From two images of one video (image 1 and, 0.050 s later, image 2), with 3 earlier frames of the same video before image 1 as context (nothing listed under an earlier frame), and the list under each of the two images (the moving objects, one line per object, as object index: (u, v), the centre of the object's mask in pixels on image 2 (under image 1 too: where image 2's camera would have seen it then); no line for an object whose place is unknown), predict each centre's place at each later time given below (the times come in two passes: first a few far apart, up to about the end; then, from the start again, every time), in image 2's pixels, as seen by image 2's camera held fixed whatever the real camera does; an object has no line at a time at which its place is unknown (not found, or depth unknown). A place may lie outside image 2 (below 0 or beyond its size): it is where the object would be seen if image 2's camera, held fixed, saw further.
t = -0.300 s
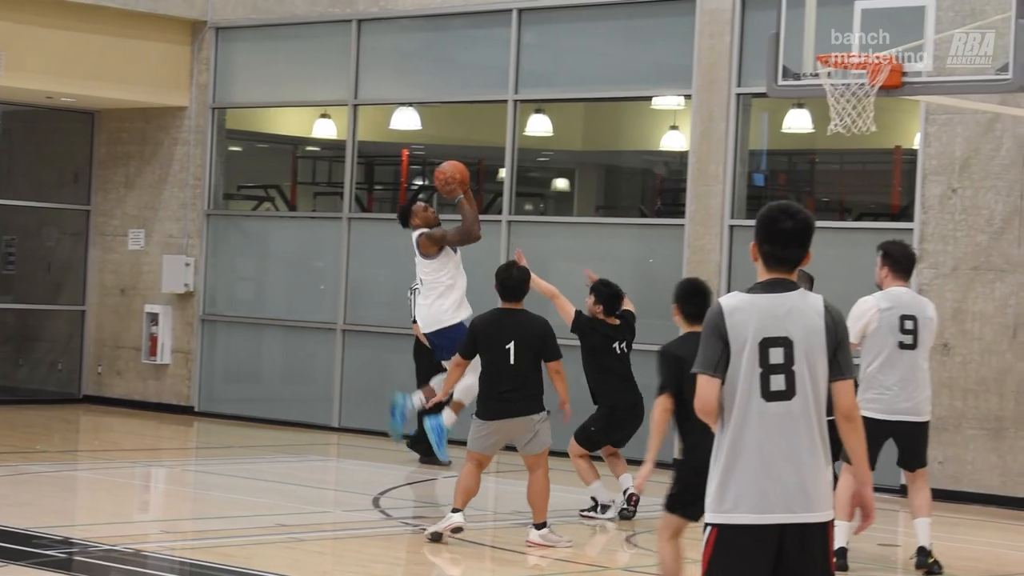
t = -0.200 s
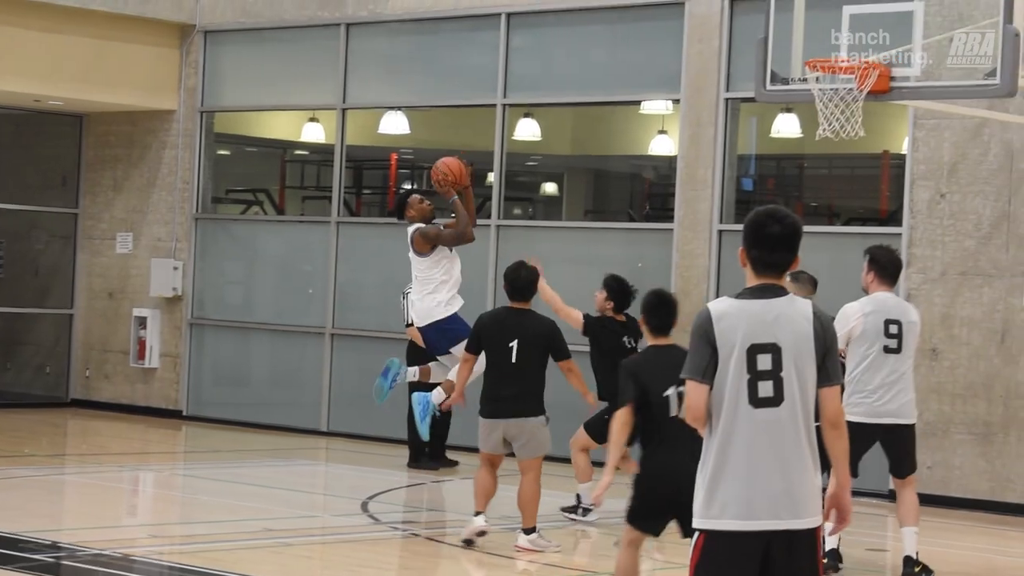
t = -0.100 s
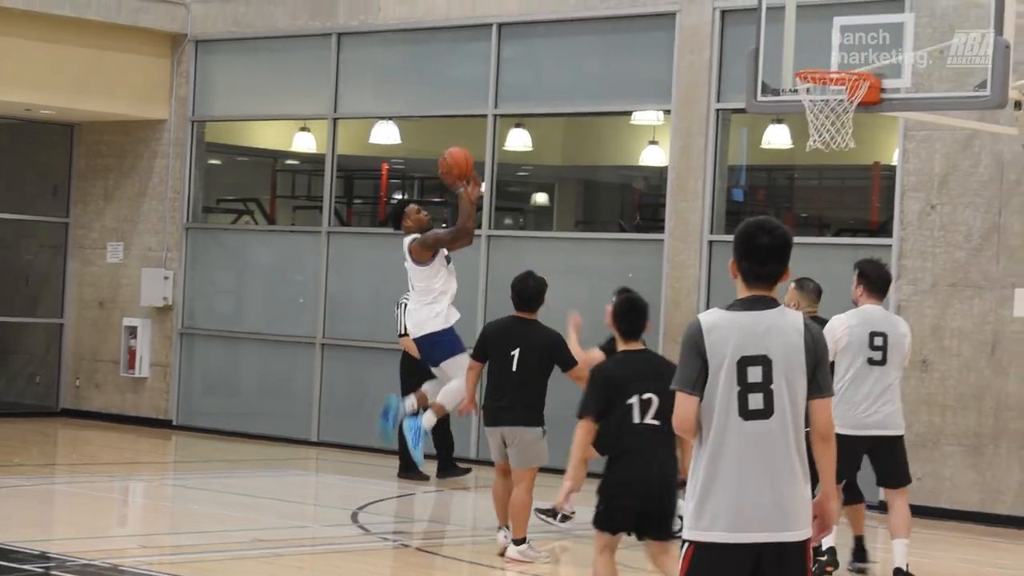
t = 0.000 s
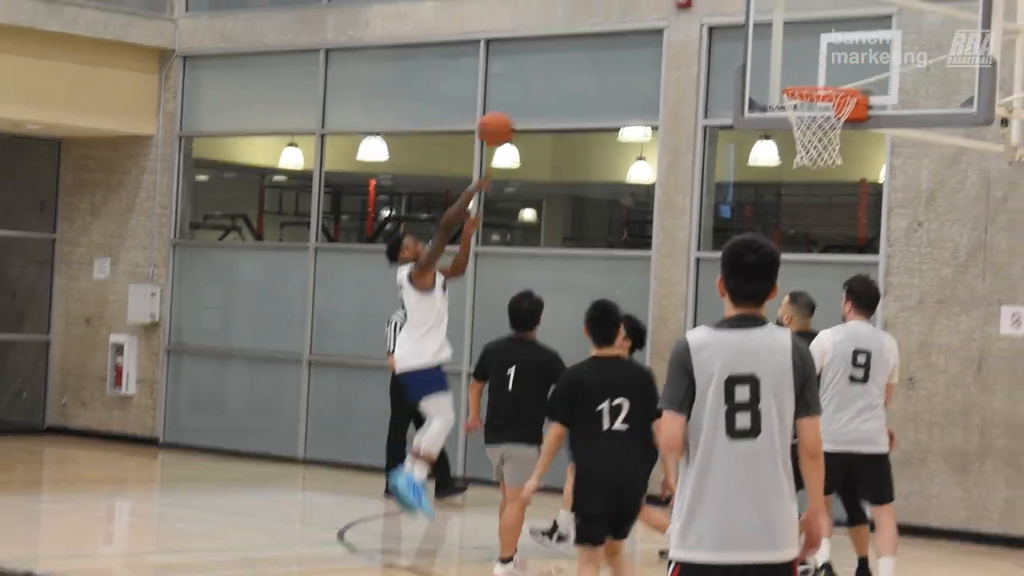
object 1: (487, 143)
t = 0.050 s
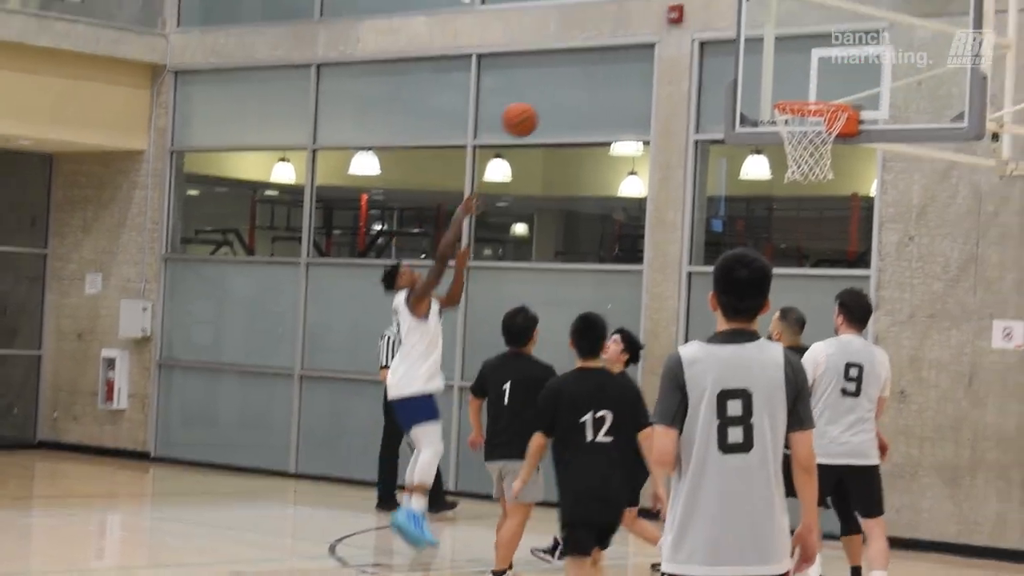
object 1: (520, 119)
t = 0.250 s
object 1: (650, 59)
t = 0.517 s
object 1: (782, 63)
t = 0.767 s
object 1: (805, 149)
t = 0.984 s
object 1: (803, 263)
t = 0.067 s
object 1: (530, 112)
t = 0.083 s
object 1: (542, 105)
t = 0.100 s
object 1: (552, 98)
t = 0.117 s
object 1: (563, 93)
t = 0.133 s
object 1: (574, 87)
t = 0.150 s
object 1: (585, 81)
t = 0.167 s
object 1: (595, 77)
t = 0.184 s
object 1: (606, 72)
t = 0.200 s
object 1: (617, 68)
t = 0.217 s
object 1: (628, 64)
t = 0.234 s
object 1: (639, 61)
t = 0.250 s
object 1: (650, 59)
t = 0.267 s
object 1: (661, 56)
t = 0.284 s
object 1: (672, 54)
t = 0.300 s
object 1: (683, 52)
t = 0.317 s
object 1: (694, 51)
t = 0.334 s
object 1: (704, 50)
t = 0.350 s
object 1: (715, 49)
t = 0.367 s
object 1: (726, 49)
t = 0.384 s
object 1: (737, 49)
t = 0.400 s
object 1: (747, 49)
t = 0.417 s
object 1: (758, 51)
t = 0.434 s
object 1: (768, 52)
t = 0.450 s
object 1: (772, 54)
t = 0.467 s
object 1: (774, 55)
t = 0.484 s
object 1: (777, 57)
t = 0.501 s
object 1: (779, 60)
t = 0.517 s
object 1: (782, 63)
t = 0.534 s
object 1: (784, 66)
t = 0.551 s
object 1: (787, 70)
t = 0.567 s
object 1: (788, 75)
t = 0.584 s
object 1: (791, 79)
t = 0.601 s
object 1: (793, 84)
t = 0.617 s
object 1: (795, 88)
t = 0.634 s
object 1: (798, 91)
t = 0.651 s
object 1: (801, 94)
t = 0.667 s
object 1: (802, 96)
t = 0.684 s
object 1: (798, 121)
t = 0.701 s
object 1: (799, 125)
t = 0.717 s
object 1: (803, 131)
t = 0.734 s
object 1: (804, 137)
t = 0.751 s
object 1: (805, 145)
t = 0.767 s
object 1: (805, 149)
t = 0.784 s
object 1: (804, 155)
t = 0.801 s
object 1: (805, 167)
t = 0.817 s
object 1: (805, 171)
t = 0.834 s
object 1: (805, 176)
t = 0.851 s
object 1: (805, 185)
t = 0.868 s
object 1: (804, 193)
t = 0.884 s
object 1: (805, 203)
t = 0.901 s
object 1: (805, 212)
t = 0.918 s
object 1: (805, 221)
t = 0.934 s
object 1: (805, 232)
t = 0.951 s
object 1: (805, 243)
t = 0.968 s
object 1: (804, 252)
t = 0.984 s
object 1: (803, 263)
